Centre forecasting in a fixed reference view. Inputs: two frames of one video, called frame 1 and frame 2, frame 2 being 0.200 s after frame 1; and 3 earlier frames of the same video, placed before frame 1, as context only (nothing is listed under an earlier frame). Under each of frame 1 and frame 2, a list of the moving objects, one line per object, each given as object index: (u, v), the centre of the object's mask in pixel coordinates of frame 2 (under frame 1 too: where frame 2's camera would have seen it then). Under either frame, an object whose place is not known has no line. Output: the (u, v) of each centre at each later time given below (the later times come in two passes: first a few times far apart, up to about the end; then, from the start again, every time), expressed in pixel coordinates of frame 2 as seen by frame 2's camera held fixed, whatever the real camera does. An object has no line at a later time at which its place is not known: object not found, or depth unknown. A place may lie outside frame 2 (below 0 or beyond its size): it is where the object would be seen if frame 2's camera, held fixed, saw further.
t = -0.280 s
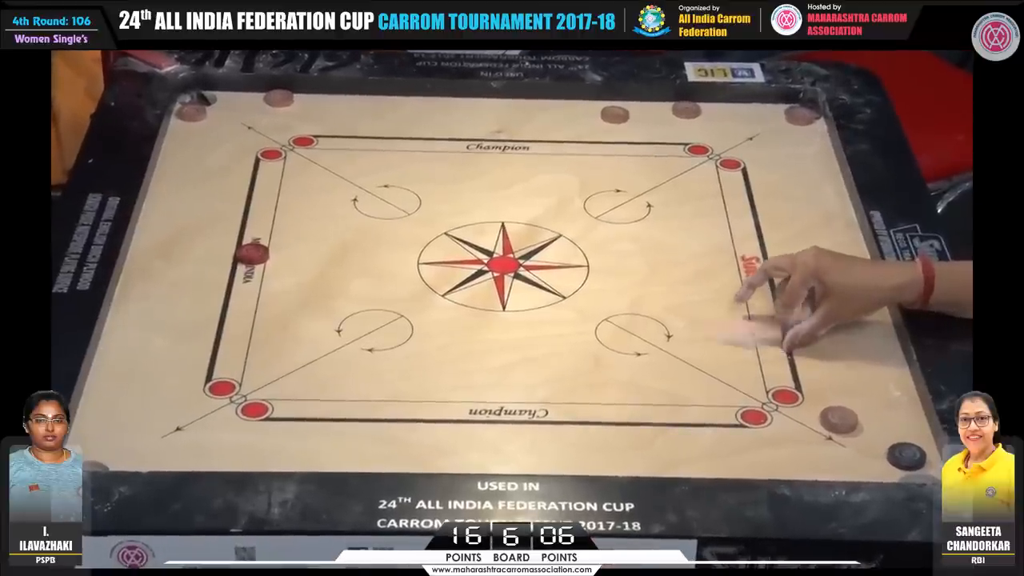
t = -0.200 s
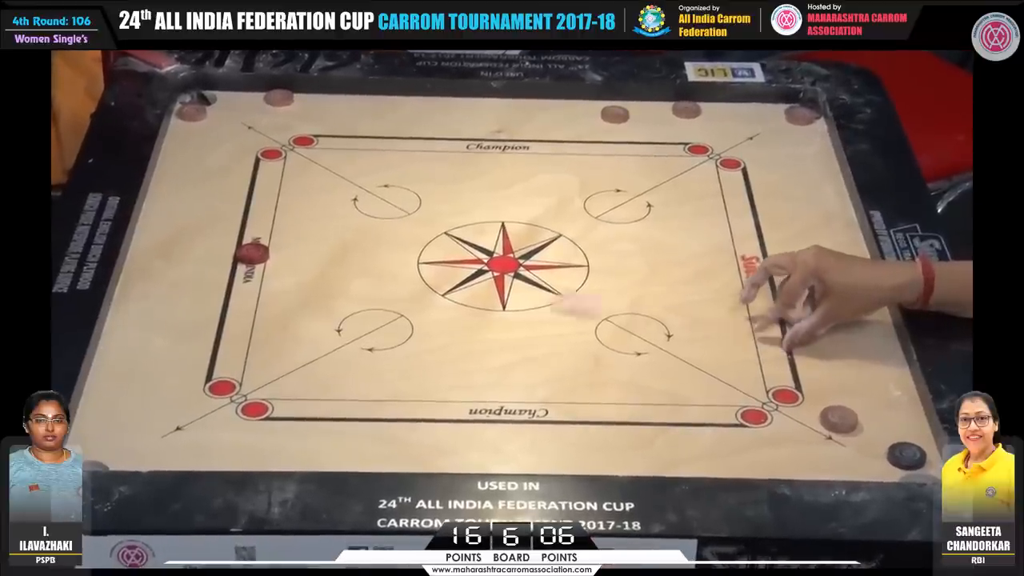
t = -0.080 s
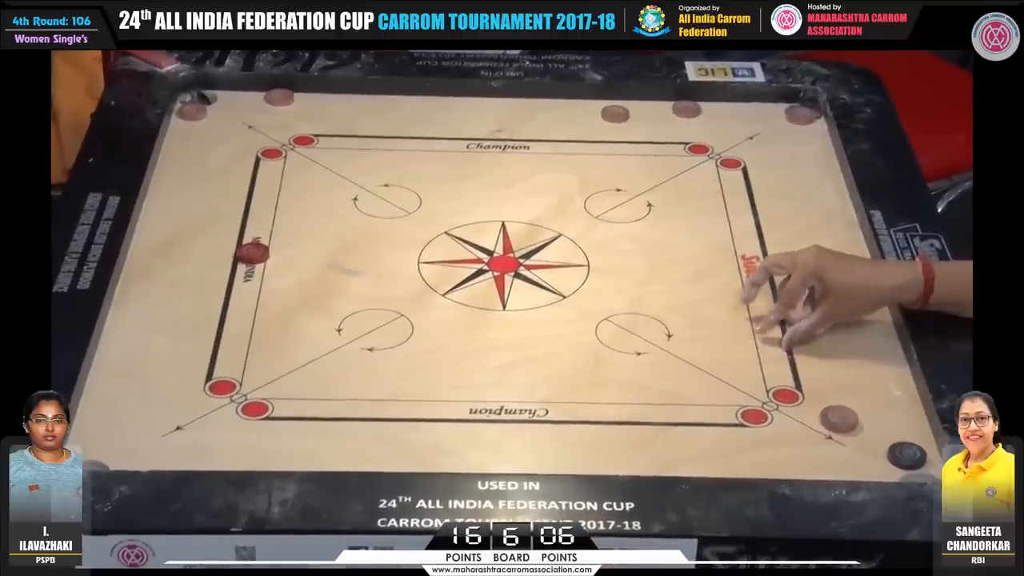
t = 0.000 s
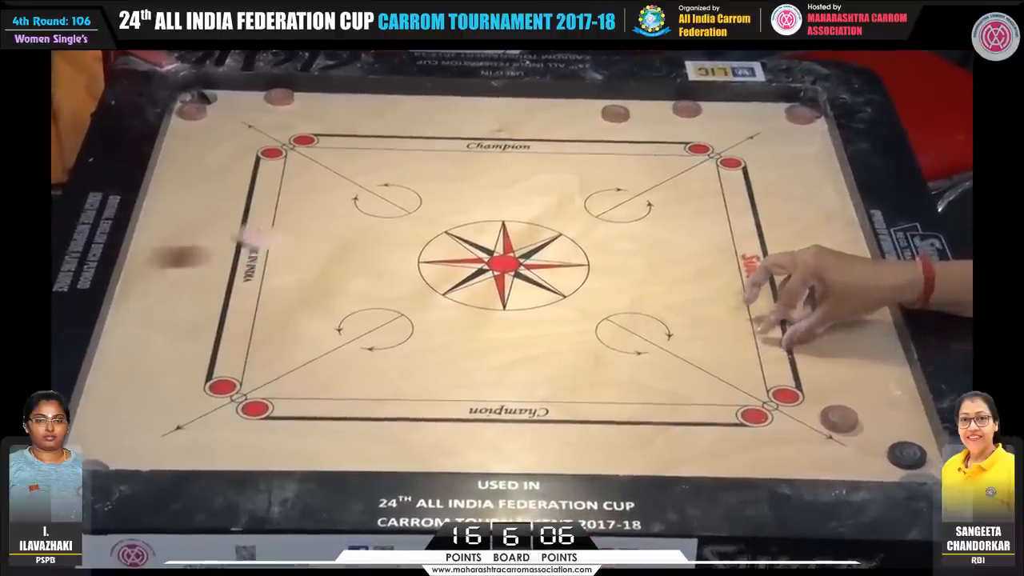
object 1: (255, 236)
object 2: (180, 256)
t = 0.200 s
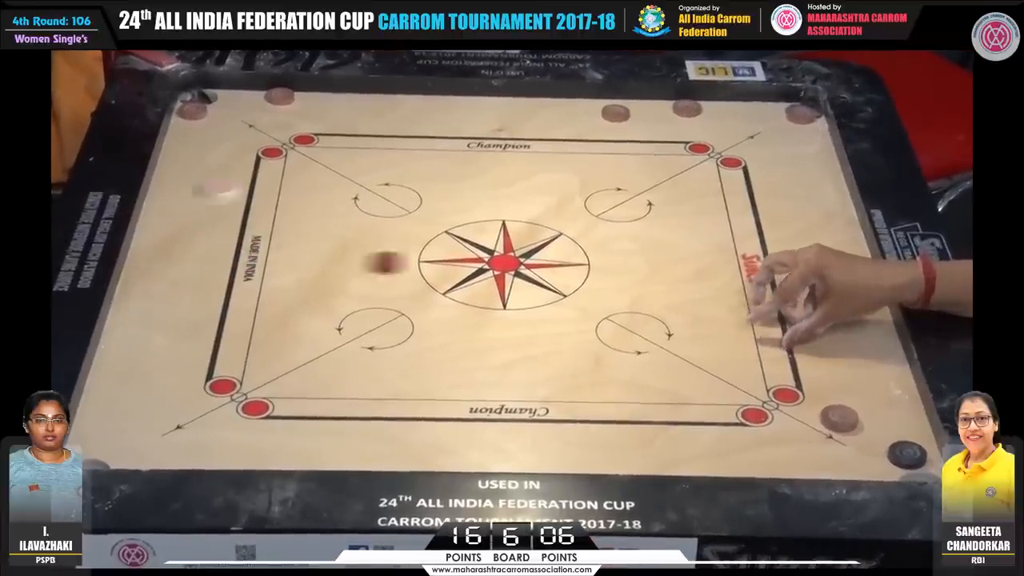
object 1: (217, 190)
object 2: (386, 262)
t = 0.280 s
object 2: (474, 262)
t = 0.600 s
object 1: (384, 150)
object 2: (728, 265)
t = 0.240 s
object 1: (242, 183)
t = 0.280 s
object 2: (474, 262)
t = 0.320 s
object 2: (516, 262)
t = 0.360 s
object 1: (305, 171)
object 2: (558, 264)
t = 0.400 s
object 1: (325, 164)
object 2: (593, 264)
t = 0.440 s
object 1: (339, 163)
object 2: (624, 264)
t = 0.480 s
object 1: (350, 158)
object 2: (655, 264)
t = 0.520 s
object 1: (363, 155)
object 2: (682, 265)
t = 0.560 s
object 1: (373, 152)
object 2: (707, 265)
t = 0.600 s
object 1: (384, 150)
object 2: (728, 265)
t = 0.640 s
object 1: (390, 149)
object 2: (748, 265)
